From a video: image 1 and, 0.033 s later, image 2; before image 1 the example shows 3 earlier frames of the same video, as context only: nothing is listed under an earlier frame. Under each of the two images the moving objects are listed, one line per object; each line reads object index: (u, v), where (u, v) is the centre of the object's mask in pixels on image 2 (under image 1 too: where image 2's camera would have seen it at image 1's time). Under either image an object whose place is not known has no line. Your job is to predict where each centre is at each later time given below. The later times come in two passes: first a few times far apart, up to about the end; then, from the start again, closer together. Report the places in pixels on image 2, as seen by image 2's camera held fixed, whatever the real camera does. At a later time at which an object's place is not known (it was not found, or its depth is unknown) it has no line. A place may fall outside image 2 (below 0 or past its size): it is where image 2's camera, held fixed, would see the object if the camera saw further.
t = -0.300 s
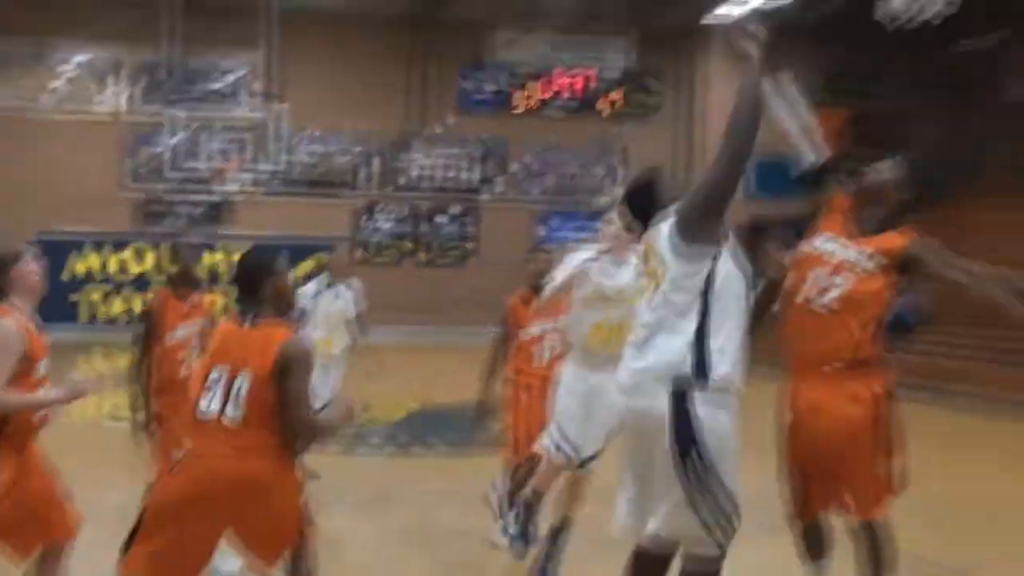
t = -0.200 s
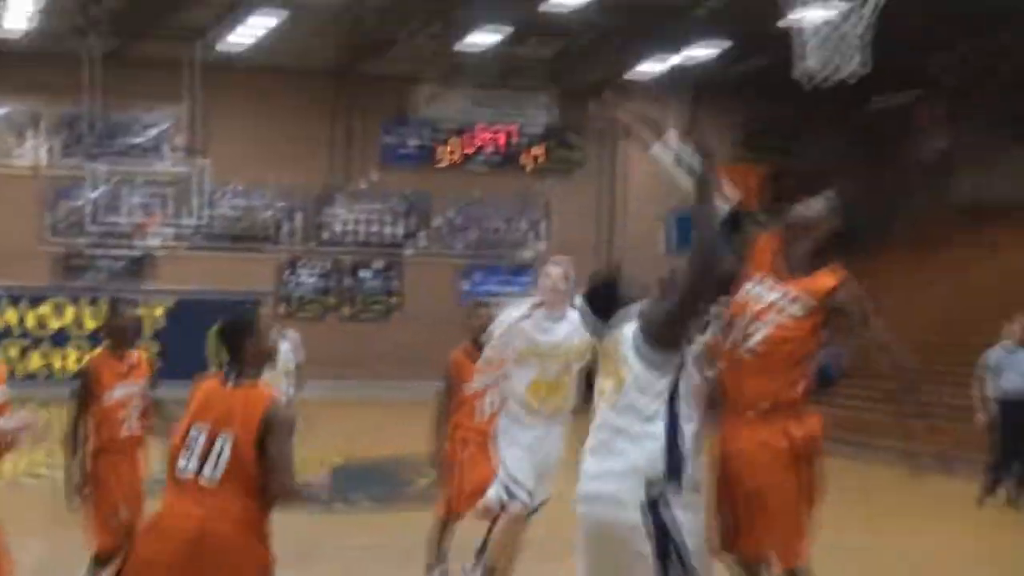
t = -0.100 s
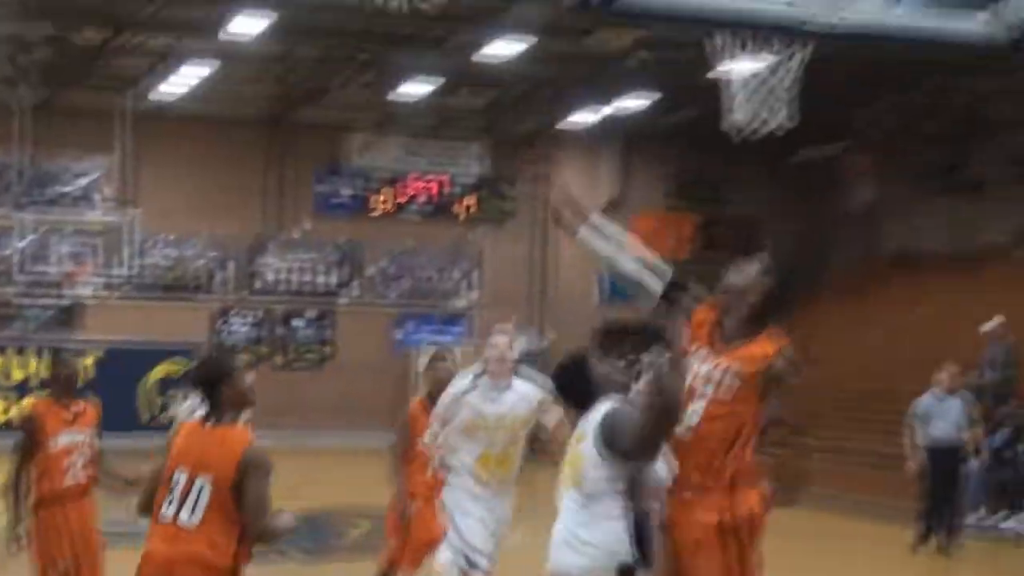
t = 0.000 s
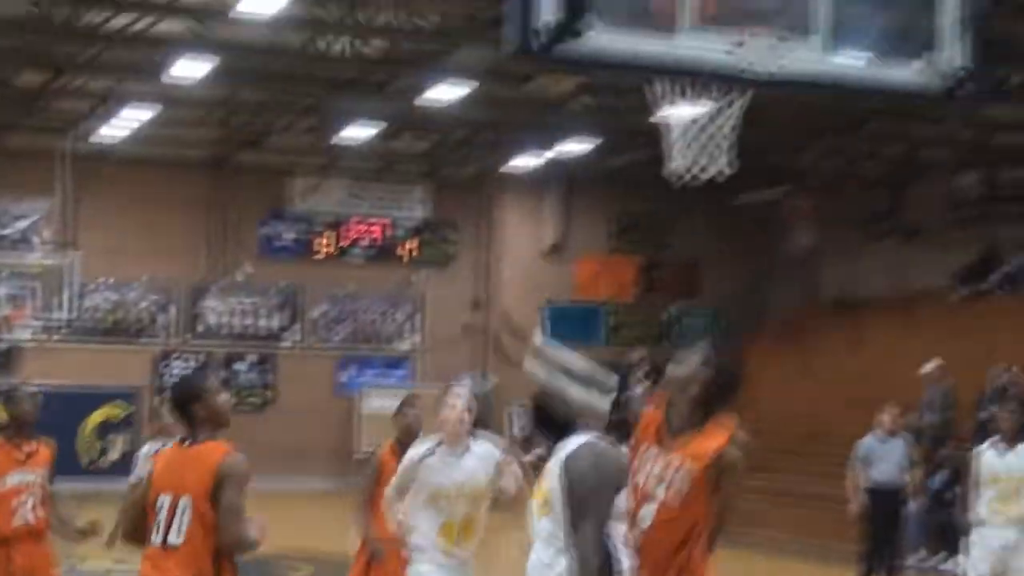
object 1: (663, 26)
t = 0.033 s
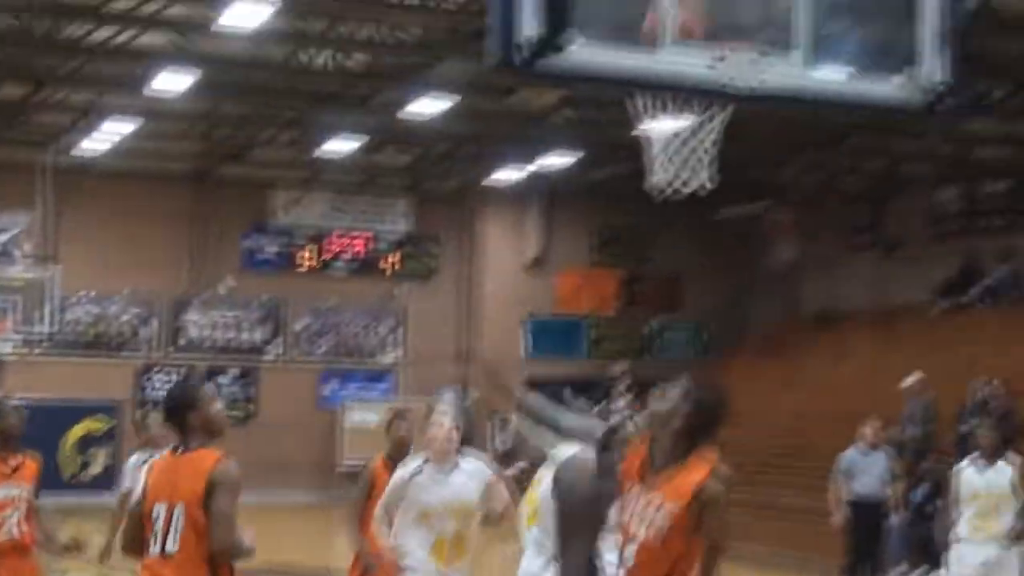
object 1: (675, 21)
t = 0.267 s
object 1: (678, 137)
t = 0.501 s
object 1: (677, 216)
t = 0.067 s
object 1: (694, 25)
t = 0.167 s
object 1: (678, 111)
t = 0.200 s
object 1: (682, 120)
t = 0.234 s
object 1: (676, 130)
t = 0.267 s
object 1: (678, 137)
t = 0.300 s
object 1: (677, 165)
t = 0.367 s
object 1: (676, 168)
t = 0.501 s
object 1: (677, 216)
